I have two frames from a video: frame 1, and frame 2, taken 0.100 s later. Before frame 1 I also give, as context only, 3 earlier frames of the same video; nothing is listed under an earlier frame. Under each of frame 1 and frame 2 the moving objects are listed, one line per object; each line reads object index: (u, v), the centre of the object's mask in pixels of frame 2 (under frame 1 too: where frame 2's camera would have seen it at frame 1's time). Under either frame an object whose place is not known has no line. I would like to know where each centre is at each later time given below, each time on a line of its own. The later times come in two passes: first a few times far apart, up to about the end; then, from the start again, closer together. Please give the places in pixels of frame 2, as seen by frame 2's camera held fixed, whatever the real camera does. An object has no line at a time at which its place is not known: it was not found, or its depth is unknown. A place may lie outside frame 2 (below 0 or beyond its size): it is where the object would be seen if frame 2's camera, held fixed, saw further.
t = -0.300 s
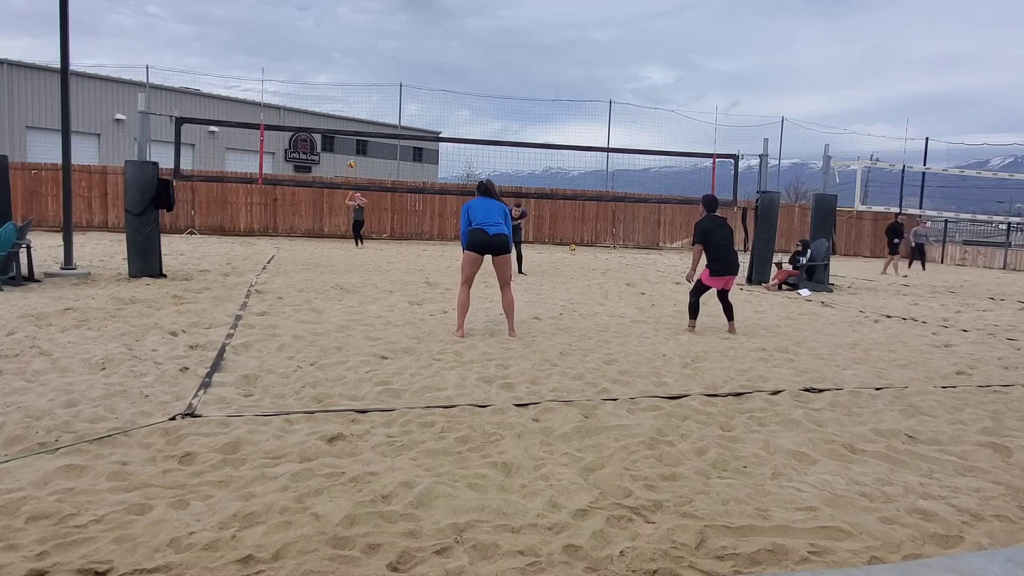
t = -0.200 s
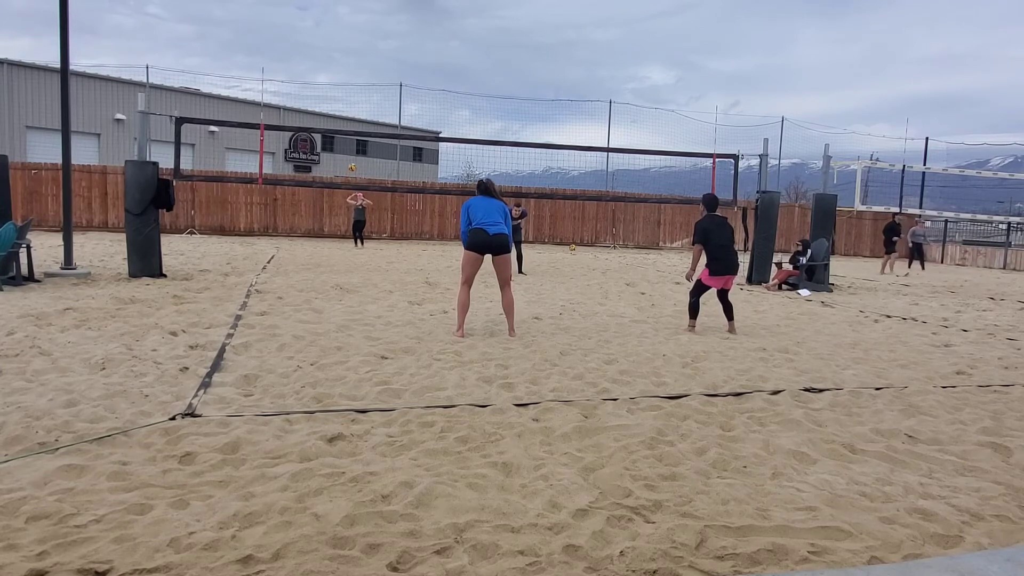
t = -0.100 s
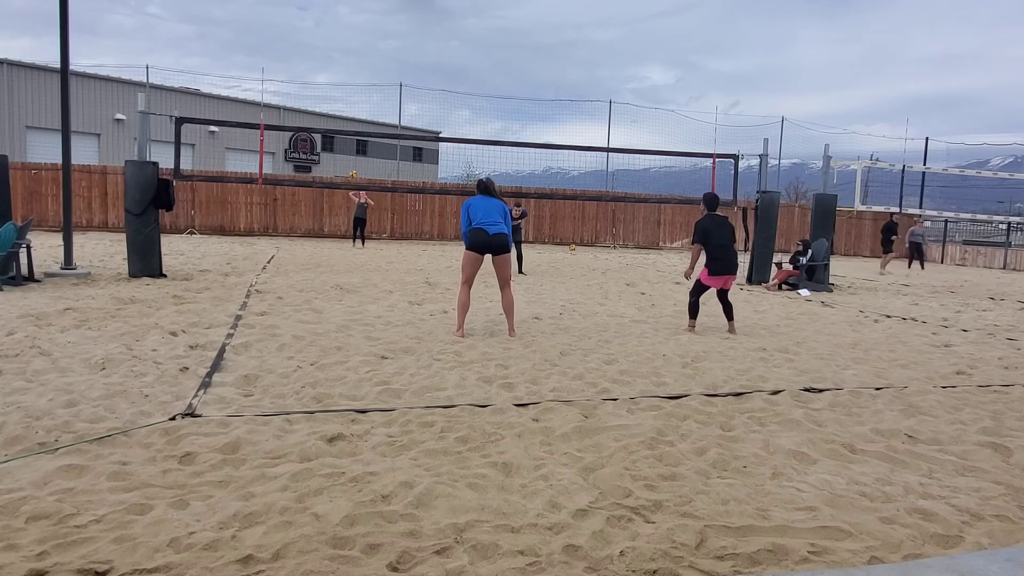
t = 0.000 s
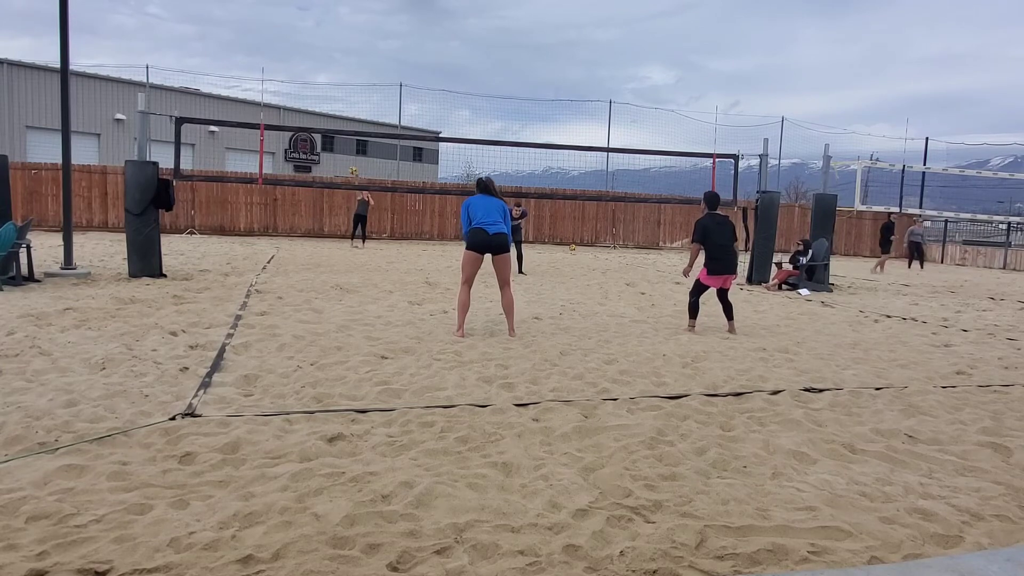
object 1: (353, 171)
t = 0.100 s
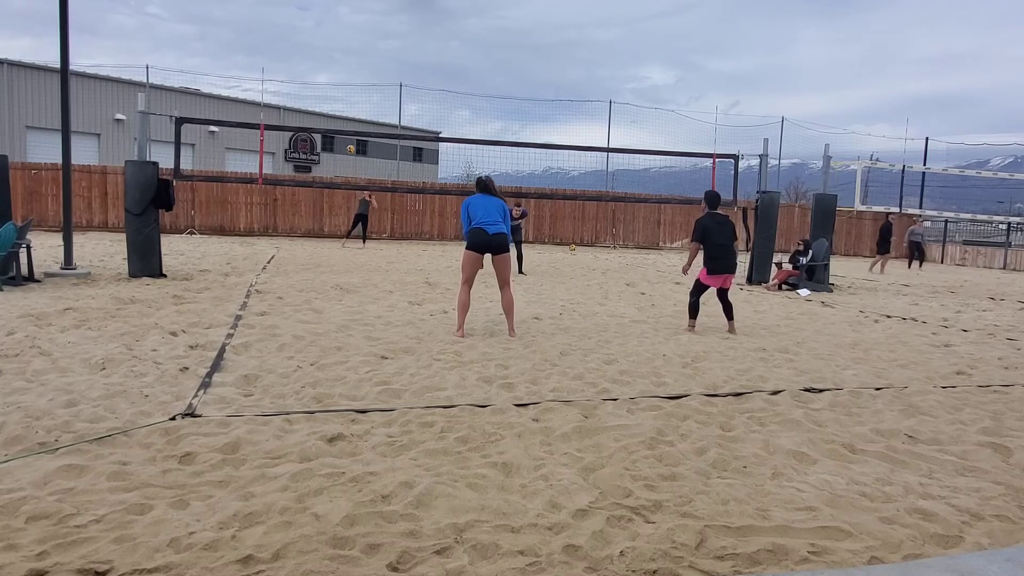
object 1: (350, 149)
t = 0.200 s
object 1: (350, 128)
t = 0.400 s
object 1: (349, 103)
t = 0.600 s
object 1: (349, 90)
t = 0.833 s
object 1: (348, 99)
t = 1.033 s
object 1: (349, 138)
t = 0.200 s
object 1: (350, 128)
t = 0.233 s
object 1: (349, 125)
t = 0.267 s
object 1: (349, 120)
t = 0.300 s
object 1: (349, 115)
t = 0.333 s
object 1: (349, 111)
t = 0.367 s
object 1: (349, 107)
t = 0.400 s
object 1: (349, 103)
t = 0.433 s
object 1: (349, 100)
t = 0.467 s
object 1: (349, 97)
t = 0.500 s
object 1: (349, 94)
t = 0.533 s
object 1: (349, 92)
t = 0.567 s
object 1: (349, 91)
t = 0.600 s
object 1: (349, 90)
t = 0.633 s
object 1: (349, 89)
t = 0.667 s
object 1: (349, 89)
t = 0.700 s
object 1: (348, 90)
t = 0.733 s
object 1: (348, 91)
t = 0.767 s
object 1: (348, 93)
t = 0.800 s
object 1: (348, 96)
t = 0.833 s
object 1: (348, 99)
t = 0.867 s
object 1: (348, 104)
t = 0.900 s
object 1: (348, 109)
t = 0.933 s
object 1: (348, 115)
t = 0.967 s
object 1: (348, 121)
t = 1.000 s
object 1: (349, 129)
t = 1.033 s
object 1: (349, 138)
